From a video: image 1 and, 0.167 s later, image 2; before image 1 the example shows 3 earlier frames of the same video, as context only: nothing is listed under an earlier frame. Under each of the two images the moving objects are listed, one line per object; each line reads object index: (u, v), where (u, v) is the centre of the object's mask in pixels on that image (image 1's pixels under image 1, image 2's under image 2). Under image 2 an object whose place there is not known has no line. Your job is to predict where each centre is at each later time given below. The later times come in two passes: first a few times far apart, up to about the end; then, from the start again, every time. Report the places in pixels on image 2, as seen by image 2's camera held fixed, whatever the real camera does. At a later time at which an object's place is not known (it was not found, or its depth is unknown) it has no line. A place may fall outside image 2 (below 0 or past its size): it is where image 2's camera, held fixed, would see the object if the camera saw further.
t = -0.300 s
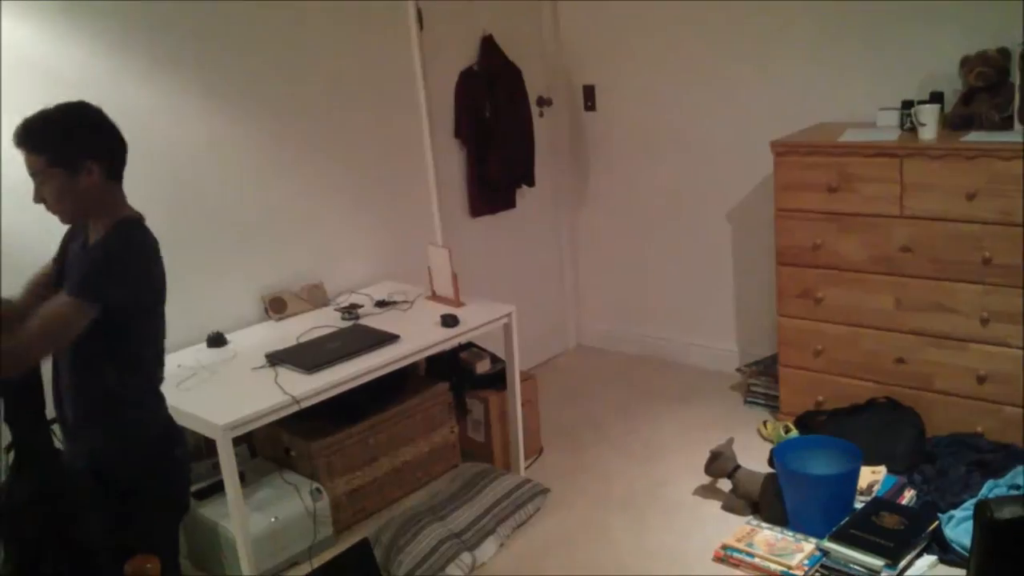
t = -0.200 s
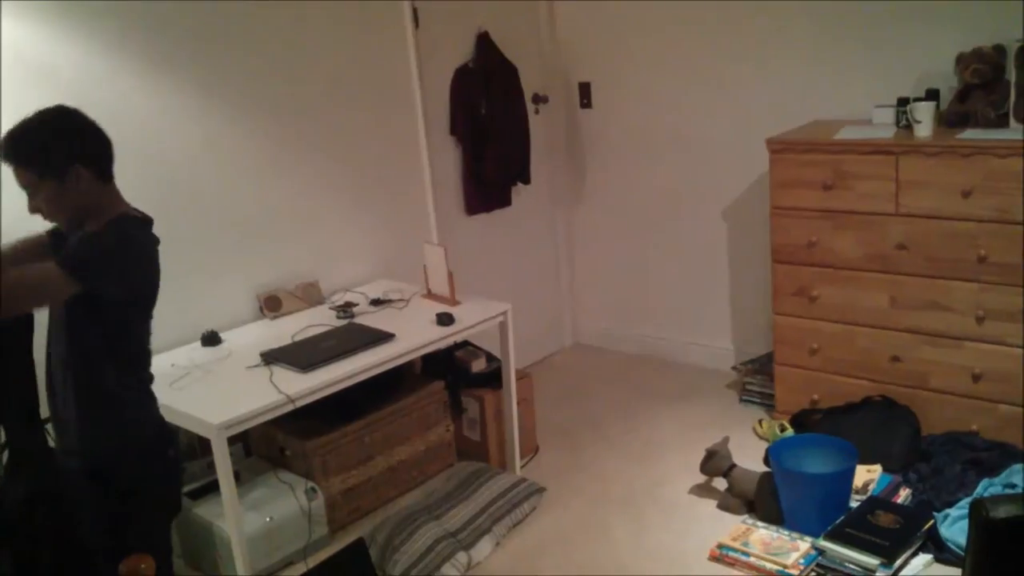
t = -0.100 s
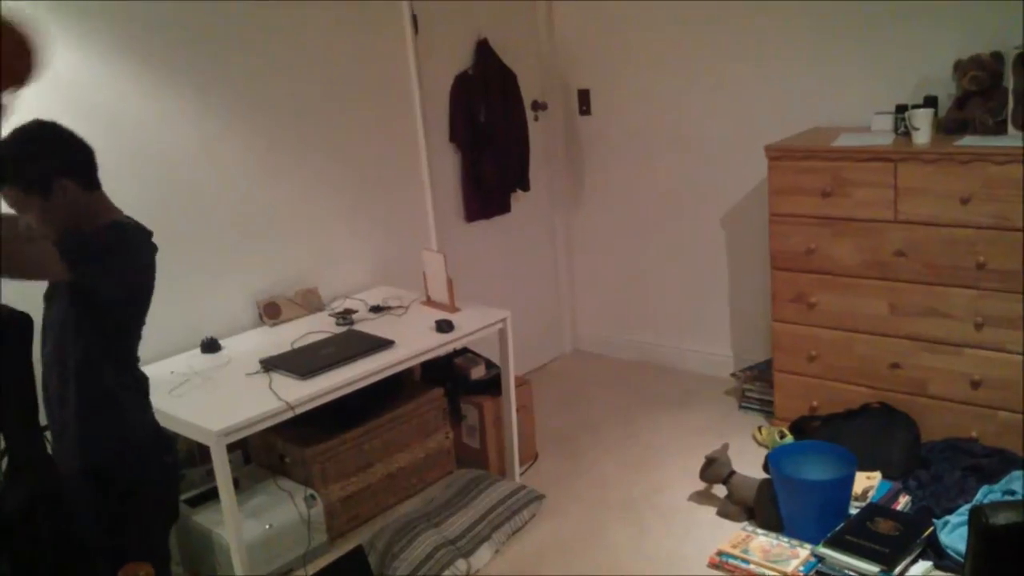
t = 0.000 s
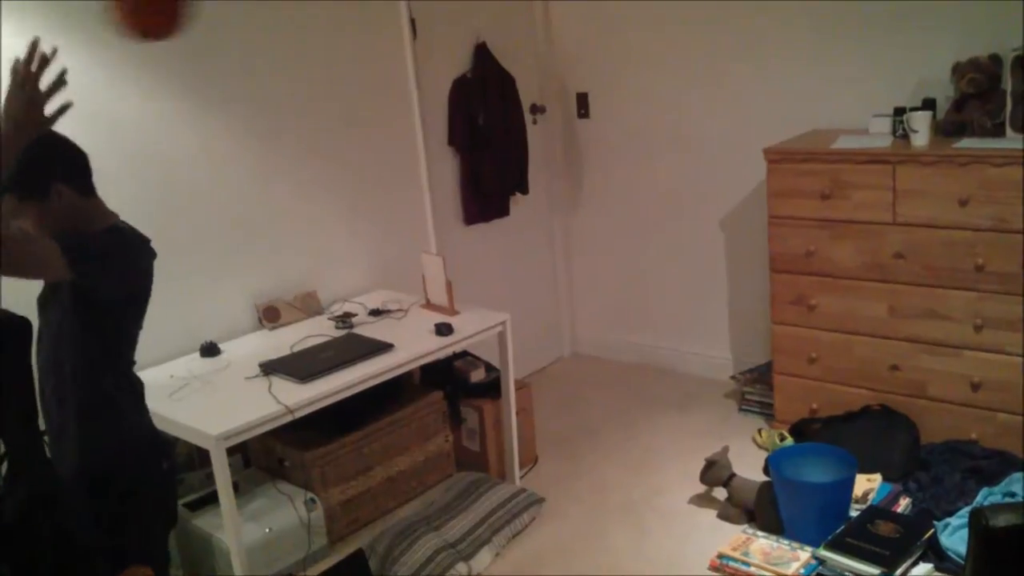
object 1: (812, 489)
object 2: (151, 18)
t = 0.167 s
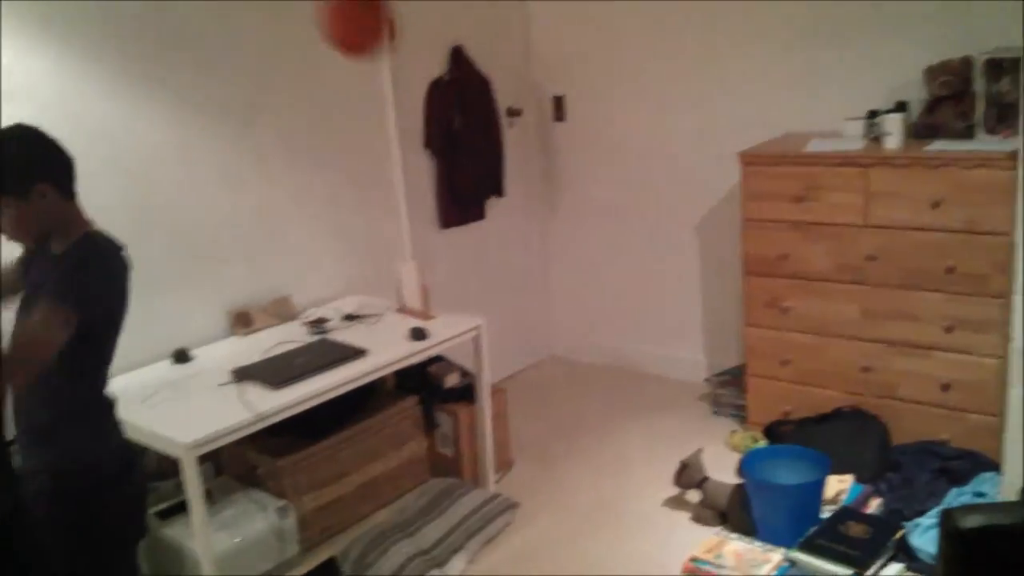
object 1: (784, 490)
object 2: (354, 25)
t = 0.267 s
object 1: (784, 490)
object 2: (478, 84)
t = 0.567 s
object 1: (784, 491)
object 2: (767, 402)
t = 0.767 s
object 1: (819, 475)
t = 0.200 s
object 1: (784, 490)
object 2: (398, 38)
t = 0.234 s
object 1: (784, 490)
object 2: (441, 62)
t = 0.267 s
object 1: (784, 490)
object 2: (478, 84)
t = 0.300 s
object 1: (784, 490)
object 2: (517, 111)
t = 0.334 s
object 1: (784, 491)
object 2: (554, 140)
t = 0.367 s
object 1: (784, 490)
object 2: (590, 172)
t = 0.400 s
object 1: (783, 490)
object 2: (624, 206)
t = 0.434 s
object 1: (783, 490)
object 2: (656, 244)
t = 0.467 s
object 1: (783, 490)
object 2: (685, 283)
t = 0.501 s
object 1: (784, 491)
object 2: (715, 322)
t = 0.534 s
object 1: (784, 491)
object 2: (742, 361)
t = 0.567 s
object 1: (784, 491)
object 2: (767, 402)
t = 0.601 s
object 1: (783, 497)
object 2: (792, 443)
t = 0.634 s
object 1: (792, 489)
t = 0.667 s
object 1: (803, 478)
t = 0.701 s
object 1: (813, 478)
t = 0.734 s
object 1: (815, 476)
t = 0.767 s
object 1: (819, 475)
